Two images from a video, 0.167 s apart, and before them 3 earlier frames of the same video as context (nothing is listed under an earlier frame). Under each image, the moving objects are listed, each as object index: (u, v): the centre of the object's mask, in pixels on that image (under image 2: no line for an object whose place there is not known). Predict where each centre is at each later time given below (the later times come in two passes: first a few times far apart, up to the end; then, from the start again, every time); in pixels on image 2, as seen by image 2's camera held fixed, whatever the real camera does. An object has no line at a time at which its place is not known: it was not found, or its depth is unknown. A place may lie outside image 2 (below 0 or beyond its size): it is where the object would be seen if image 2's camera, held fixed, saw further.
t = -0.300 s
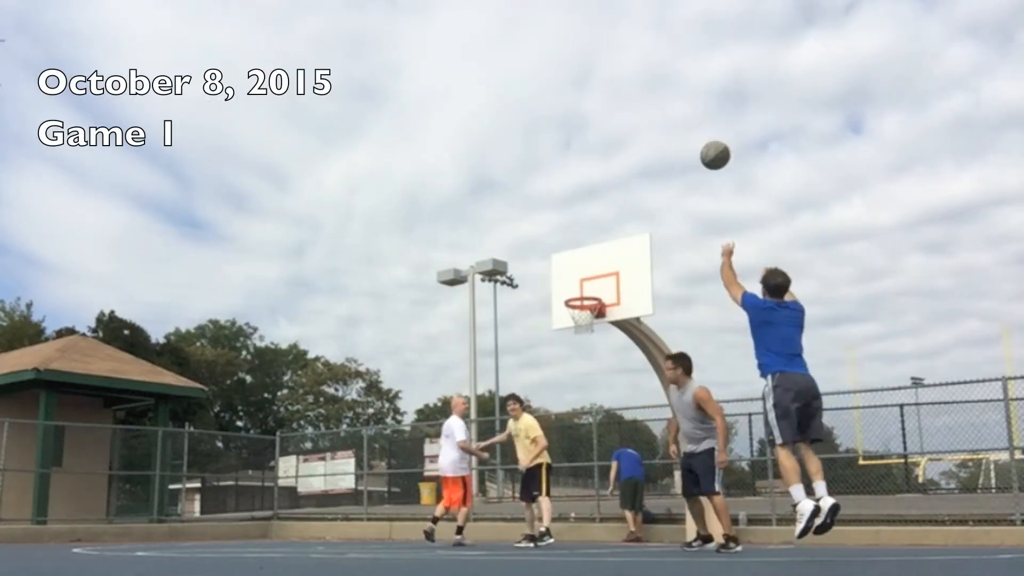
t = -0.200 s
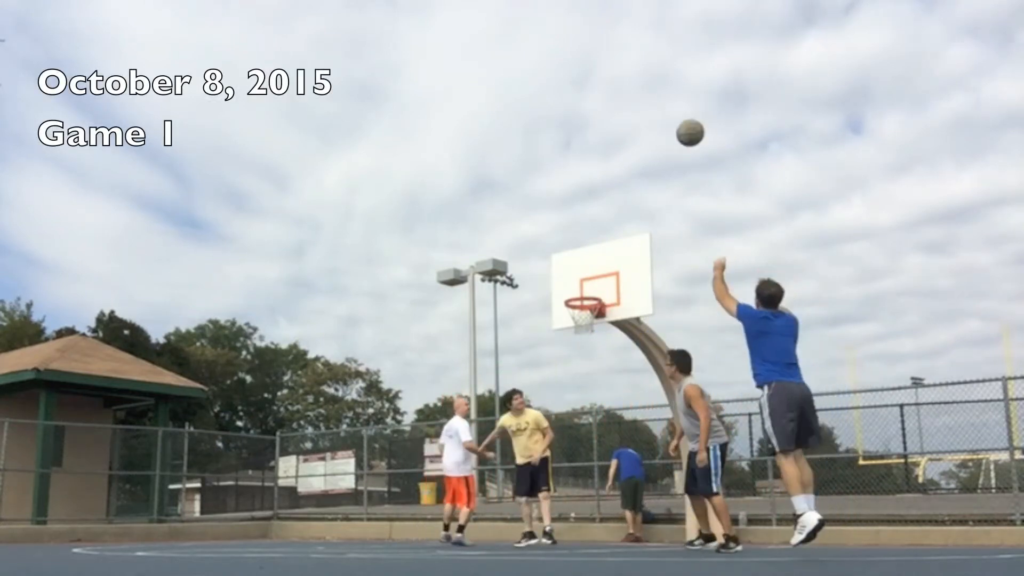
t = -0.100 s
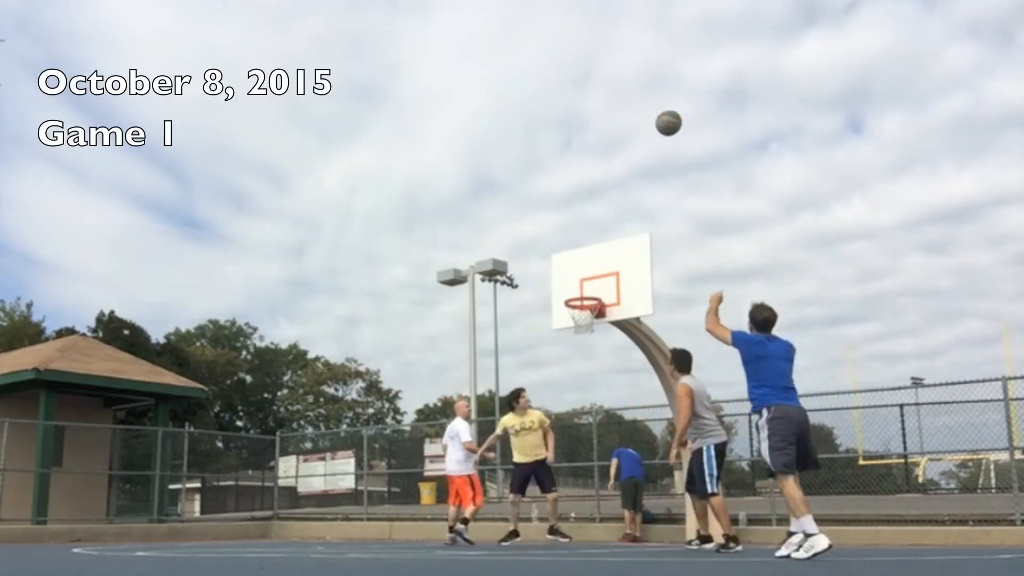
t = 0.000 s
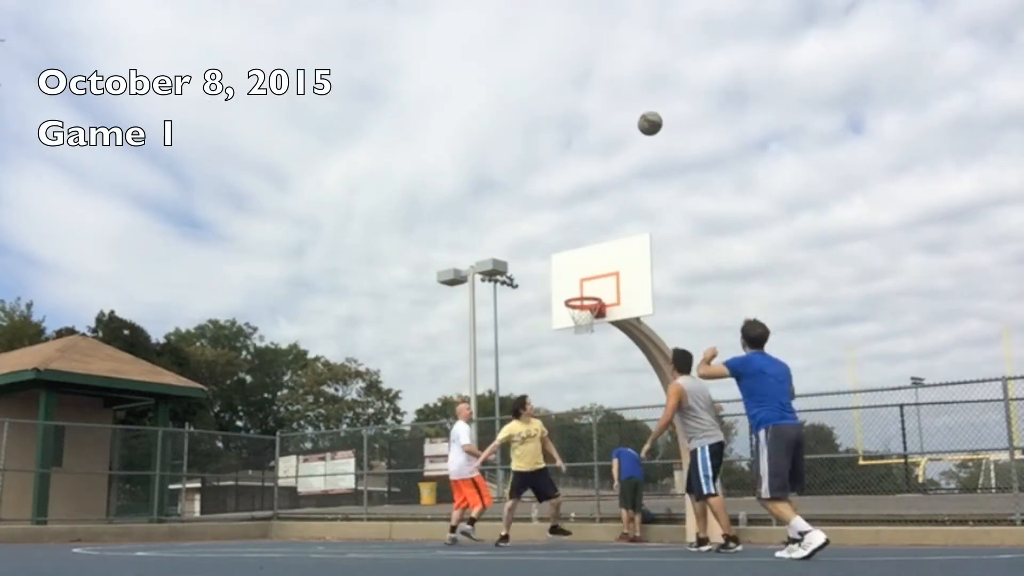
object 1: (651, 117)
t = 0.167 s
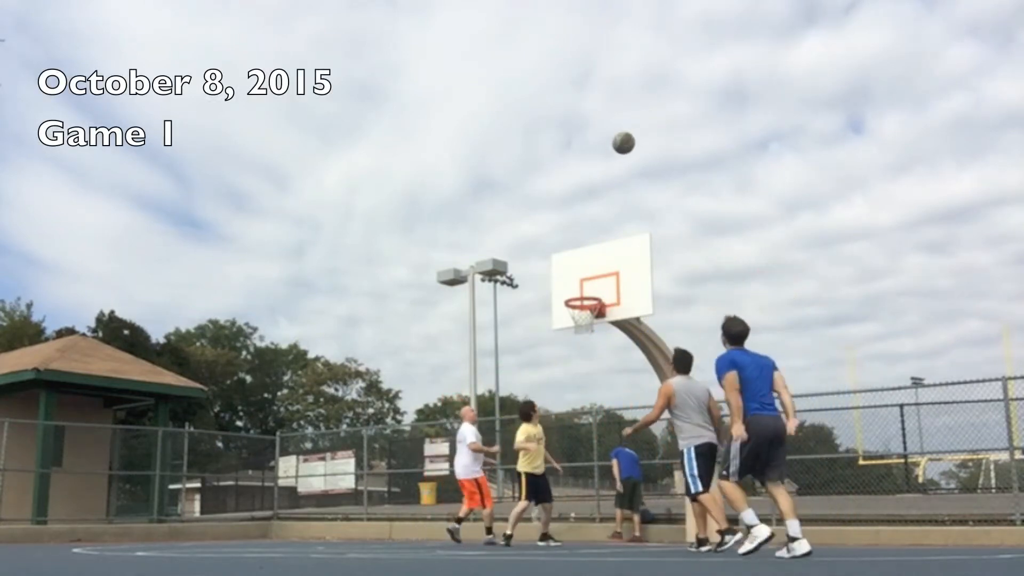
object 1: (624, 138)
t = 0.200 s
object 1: (619, 144)
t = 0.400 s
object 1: (593, 197)
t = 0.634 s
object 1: (569, 286)
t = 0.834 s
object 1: (563, 265)
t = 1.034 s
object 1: (539, 246)
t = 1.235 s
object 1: (517, 255)
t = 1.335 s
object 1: (505, 271)
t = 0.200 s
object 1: (619, 144)
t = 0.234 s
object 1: (614, 151)
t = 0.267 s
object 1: (610, 159)
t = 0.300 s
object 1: (606, 168)
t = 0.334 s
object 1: (602, 176)
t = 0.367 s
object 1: (597, 186)
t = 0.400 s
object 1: (593, 197)
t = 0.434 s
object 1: (590, 208)
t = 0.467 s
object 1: (586, 219)
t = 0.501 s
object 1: (582, 231)
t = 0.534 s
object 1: (579, 244)
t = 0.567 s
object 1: (576, 256)
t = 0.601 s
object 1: (573, 270)
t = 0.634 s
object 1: (569, 286)
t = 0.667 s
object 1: (567, 292)
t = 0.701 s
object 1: (566, 286)
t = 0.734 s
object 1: (566, 277)
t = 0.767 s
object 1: (564, 273)
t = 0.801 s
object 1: (564, 268)
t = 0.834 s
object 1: (563, 265)
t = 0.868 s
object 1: (559, 260)
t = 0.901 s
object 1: (555, 255)
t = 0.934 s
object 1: (551, 252)
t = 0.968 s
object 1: (547, 249)
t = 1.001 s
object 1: (543, 247)
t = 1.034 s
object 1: (539, 246)
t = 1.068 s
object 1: (535, 246)
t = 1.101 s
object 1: (531, 246)
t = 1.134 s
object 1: (528, 247)
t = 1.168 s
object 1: (524, 249)
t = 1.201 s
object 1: (521, 252)
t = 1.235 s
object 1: (517, 255)
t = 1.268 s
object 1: (513, 260)
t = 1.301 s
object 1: (511, 264)
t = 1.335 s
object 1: (505, 271)
